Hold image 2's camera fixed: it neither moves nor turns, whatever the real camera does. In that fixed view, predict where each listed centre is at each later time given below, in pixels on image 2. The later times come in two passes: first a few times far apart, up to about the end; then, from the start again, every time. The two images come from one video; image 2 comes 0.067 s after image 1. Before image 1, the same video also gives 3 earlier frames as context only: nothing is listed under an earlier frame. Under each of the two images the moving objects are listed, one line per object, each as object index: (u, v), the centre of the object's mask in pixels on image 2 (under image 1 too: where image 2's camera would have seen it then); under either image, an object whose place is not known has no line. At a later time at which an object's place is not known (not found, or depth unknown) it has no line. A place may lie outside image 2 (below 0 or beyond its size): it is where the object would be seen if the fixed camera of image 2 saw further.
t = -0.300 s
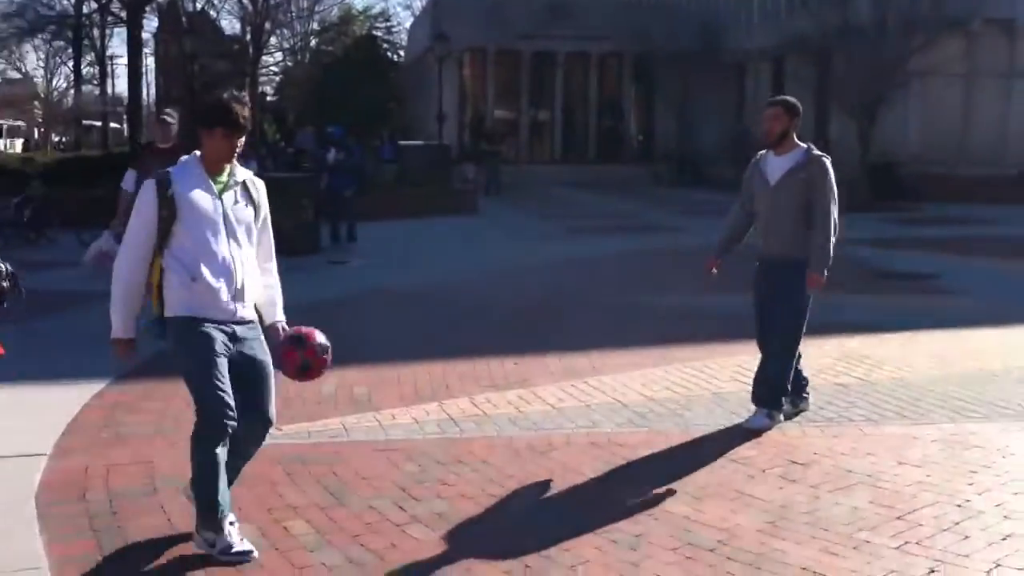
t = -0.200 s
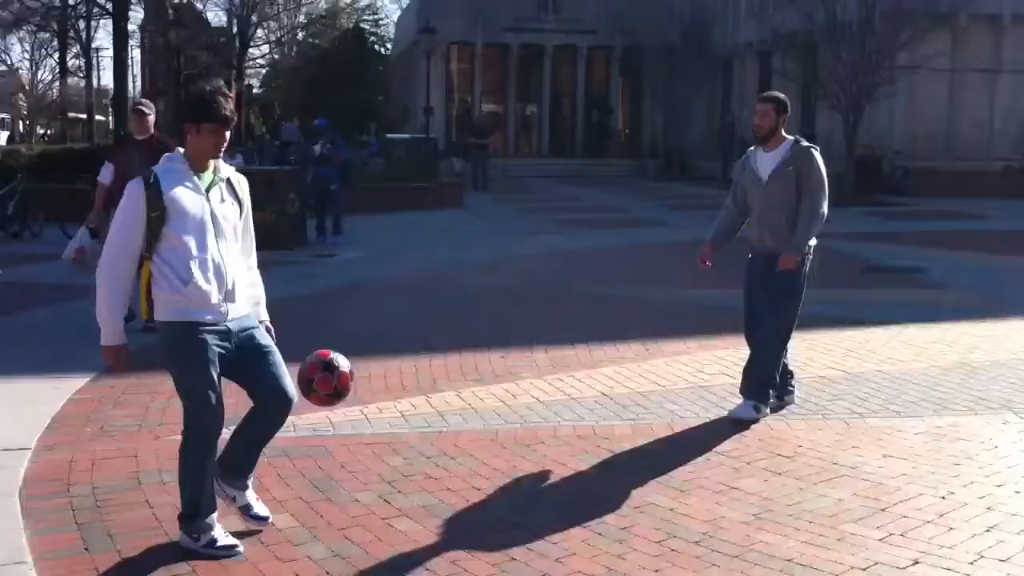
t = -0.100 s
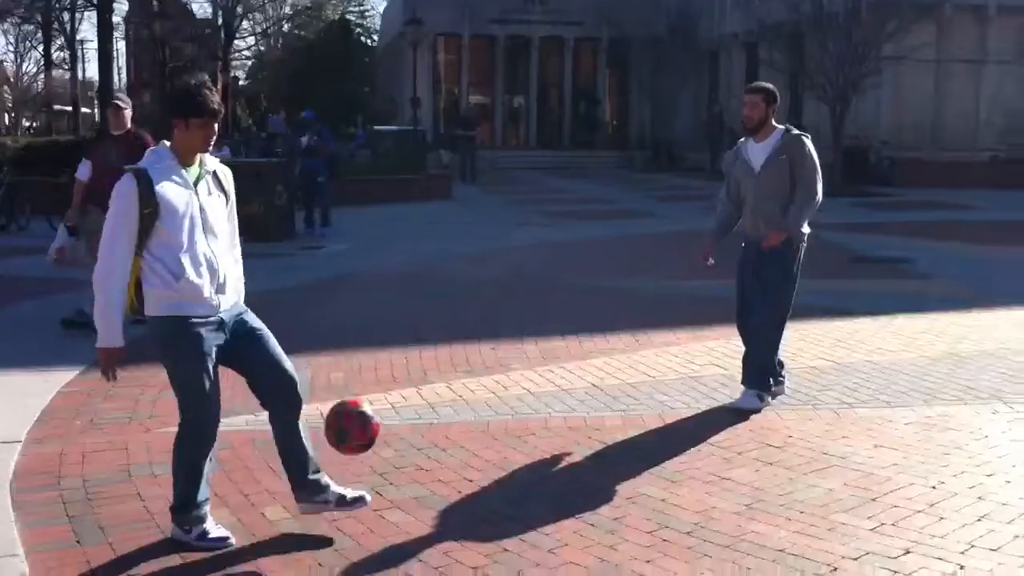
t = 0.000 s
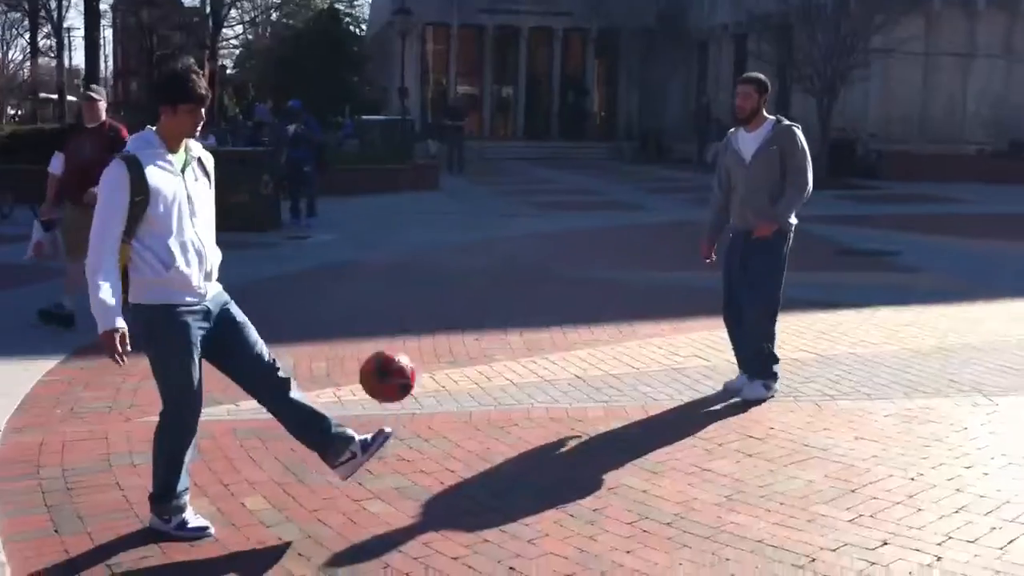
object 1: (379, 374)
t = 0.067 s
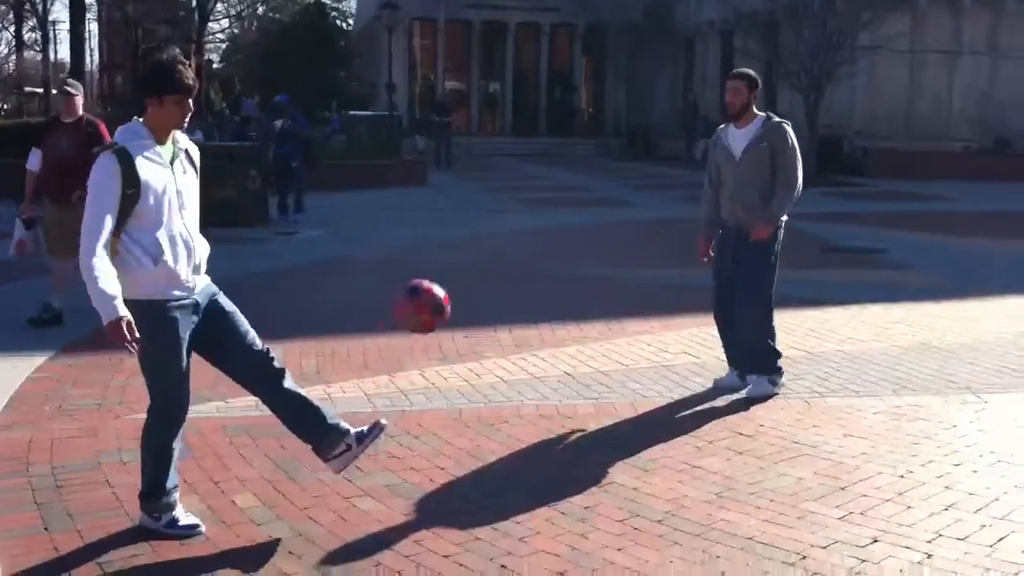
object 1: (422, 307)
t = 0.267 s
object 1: (560, 157)
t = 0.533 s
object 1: (765, 101)
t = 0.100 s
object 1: (444, 277)
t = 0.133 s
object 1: (467, 247)
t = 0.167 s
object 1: (490, 220)
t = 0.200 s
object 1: (513, 196)
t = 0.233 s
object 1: (538, 175)
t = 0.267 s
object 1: (560, 157)
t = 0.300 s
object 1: (585, 139)
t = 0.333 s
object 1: (610, 124)
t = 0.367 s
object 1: (634, 114)
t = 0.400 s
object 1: (661, 105)
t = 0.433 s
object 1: (687, 99)
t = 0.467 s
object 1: (715, 96)
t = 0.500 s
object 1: (740, 97)
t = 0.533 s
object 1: (765, 101)
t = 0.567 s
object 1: (791, 110)
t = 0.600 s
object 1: (817, 122)
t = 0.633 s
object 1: (844, 137)
